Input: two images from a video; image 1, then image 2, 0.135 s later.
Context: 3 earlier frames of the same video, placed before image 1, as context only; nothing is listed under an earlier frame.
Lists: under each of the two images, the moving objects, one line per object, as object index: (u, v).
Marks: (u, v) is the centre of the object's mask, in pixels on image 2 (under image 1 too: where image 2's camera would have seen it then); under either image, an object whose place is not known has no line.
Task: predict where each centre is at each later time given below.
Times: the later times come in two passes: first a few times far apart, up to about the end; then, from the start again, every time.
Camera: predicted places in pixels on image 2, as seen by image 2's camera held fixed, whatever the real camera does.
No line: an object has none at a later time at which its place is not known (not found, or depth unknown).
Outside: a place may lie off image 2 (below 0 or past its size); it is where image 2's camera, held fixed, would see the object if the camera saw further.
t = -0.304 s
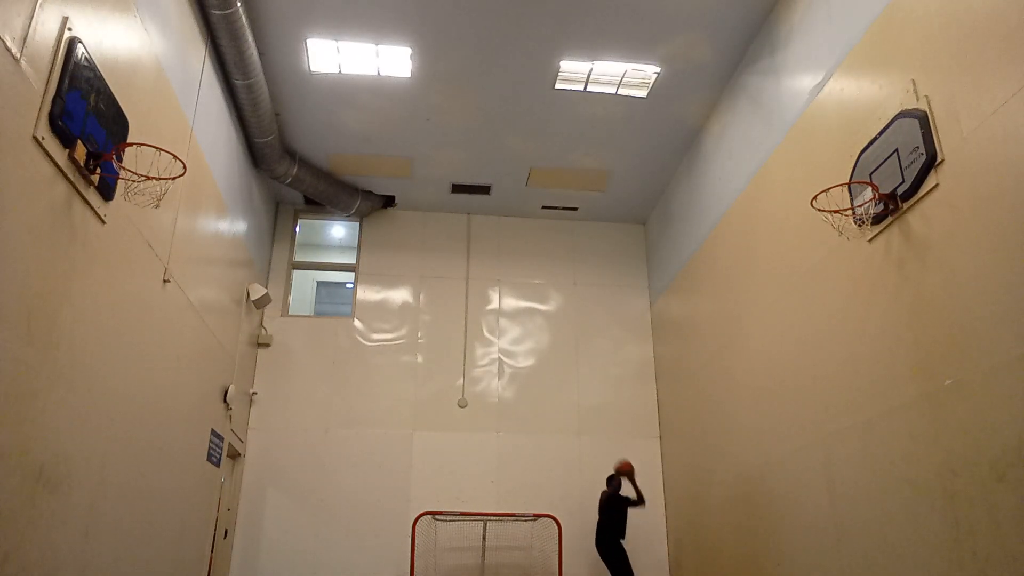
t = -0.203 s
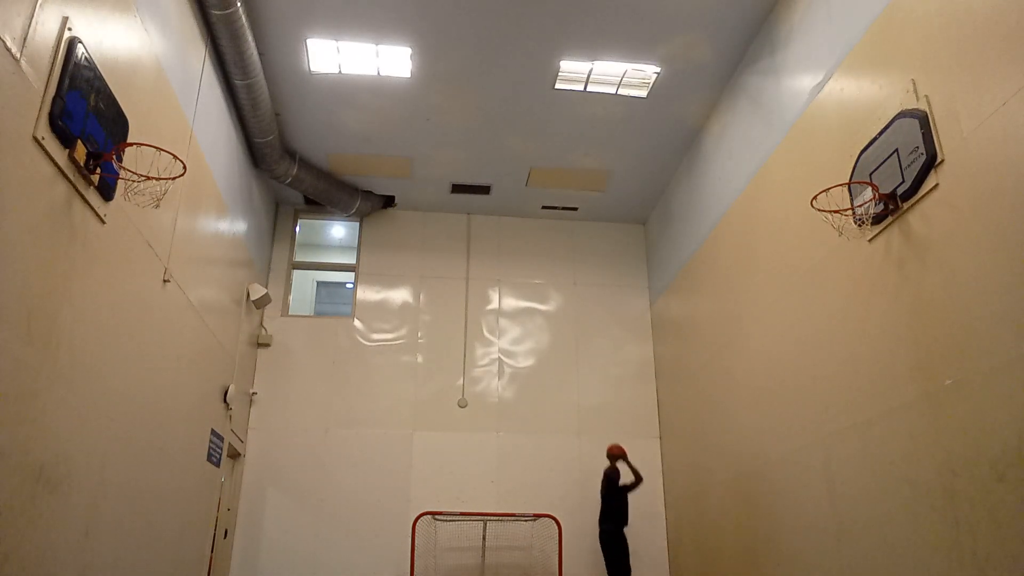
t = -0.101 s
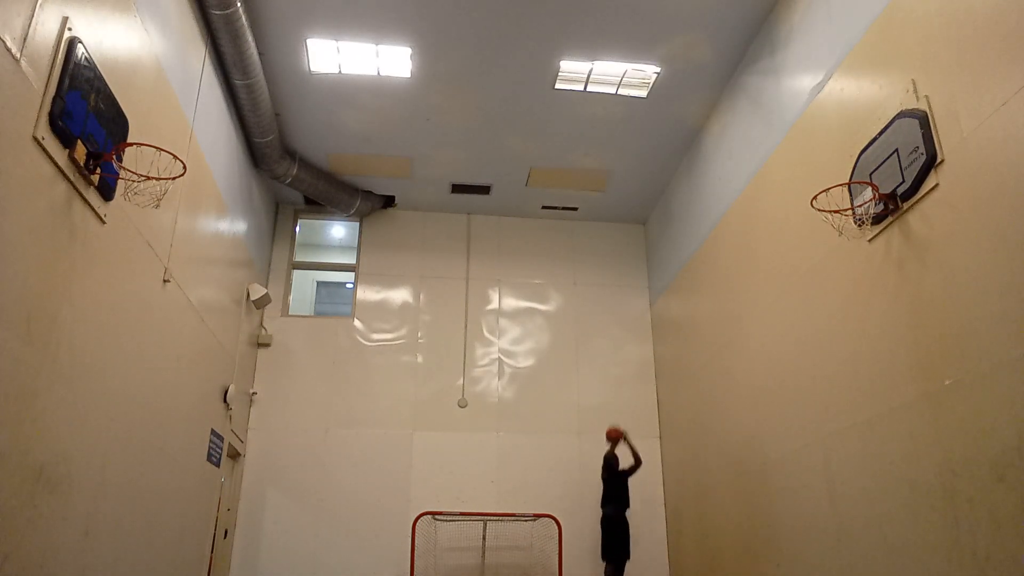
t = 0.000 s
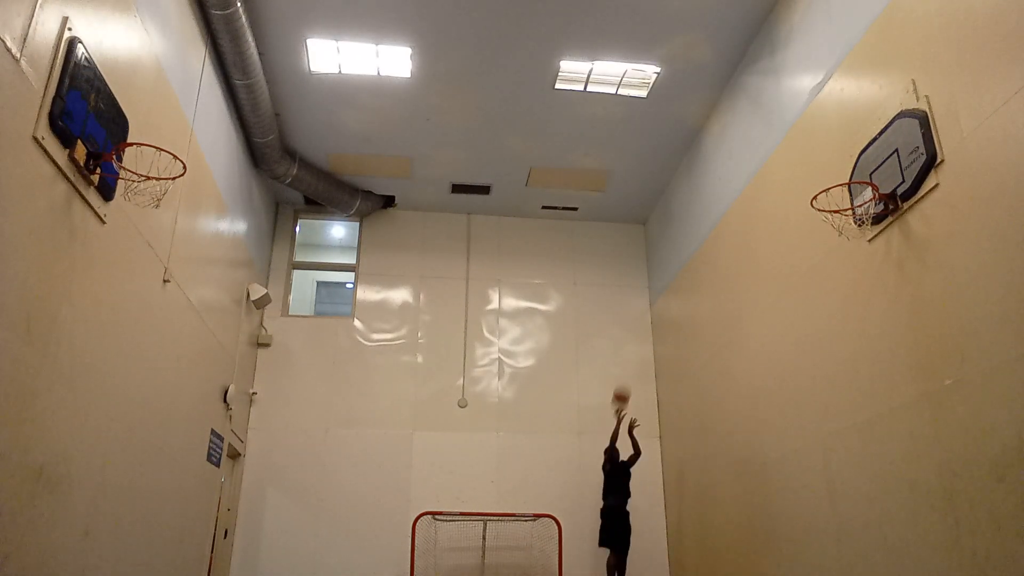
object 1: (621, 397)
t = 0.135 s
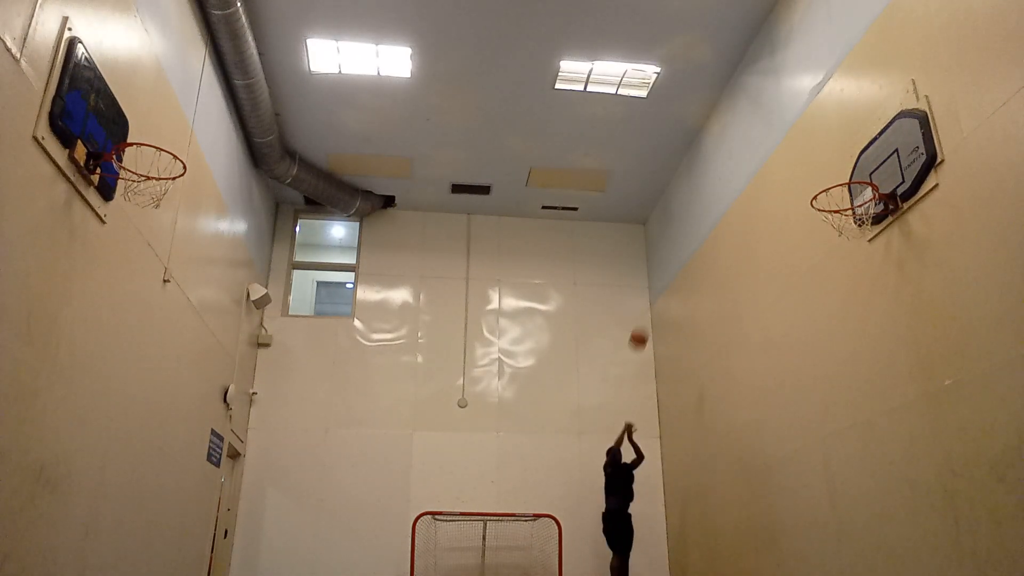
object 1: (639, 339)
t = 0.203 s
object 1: (648, 312)
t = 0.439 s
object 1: (688, 236)
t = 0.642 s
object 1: (735, 193)
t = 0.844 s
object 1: (800, 176)
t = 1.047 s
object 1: (852, 211)
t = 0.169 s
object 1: (643, 324)
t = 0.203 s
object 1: (648, 312)
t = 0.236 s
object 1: (653, 301)
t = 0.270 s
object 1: (658, 288)
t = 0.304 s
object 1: (663, 277)
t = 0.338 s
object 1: (669, 265)
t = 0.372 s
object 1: (675, 255)
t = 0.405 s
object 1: (681, 244)
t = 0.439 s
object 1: (688, 236)
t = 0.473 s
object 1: (695, 226)
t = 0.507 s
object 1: (702, 219)
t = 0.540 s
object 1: (709, 211)
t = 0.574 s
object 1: (717, 204)
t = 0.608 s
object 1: (726, 198)
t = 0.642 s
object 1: (735, 193)
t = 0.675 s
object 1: (744, 188)
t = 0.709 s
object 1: (754, 184)
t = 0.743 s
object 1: (764, 181)
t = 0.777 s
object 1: (775, 178)
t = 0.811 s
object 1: (787, 177)
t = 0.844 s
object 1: (800, 176)
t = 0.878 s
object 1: (815, 177)
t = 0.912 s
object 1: (829, 176)
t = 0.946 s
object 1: (846, 183)
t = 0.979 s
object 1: (852, 191)
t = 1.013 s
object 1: (855, 199)
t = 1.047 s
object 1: (852, 211)
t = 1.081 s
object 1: (844, 219)
